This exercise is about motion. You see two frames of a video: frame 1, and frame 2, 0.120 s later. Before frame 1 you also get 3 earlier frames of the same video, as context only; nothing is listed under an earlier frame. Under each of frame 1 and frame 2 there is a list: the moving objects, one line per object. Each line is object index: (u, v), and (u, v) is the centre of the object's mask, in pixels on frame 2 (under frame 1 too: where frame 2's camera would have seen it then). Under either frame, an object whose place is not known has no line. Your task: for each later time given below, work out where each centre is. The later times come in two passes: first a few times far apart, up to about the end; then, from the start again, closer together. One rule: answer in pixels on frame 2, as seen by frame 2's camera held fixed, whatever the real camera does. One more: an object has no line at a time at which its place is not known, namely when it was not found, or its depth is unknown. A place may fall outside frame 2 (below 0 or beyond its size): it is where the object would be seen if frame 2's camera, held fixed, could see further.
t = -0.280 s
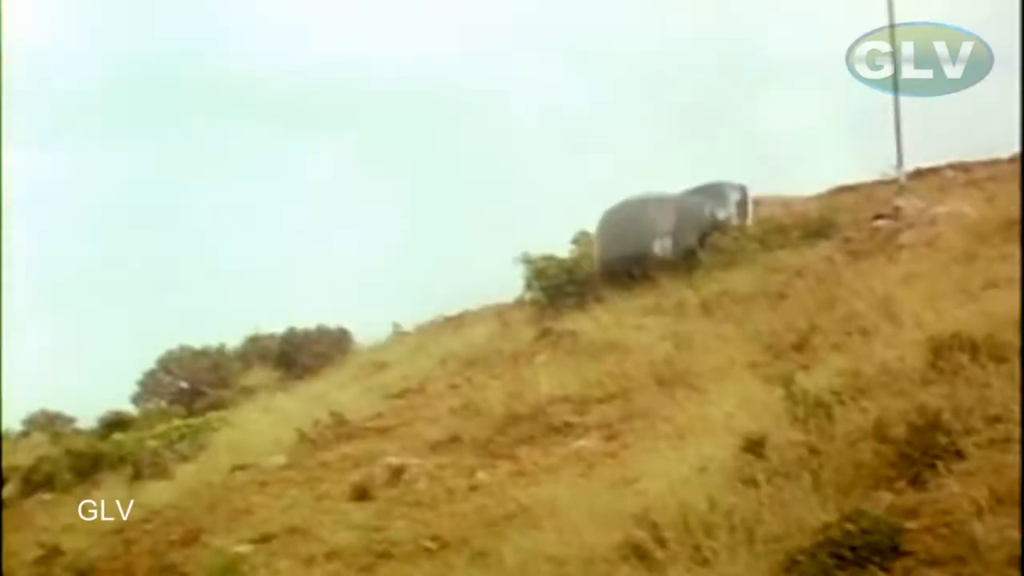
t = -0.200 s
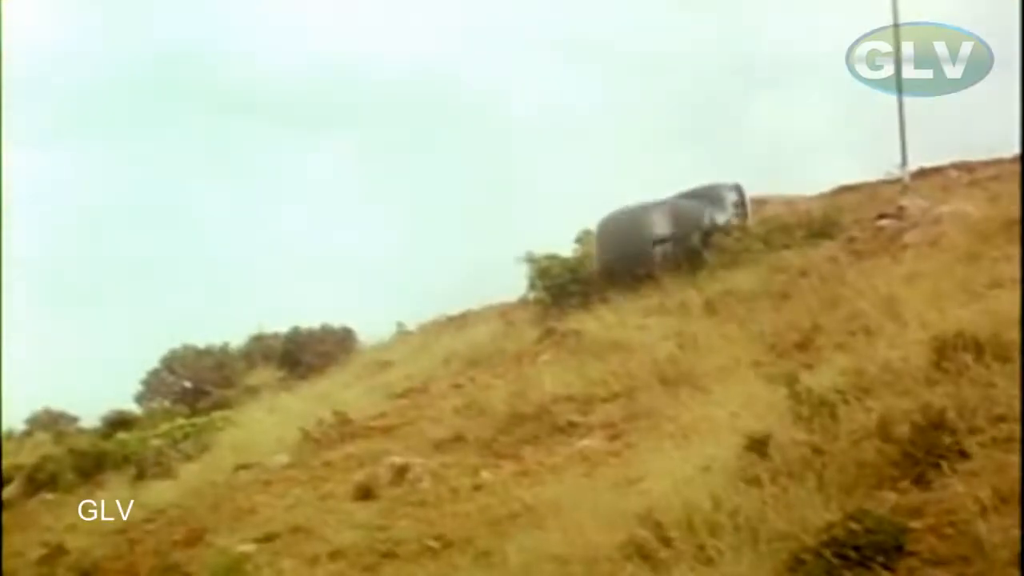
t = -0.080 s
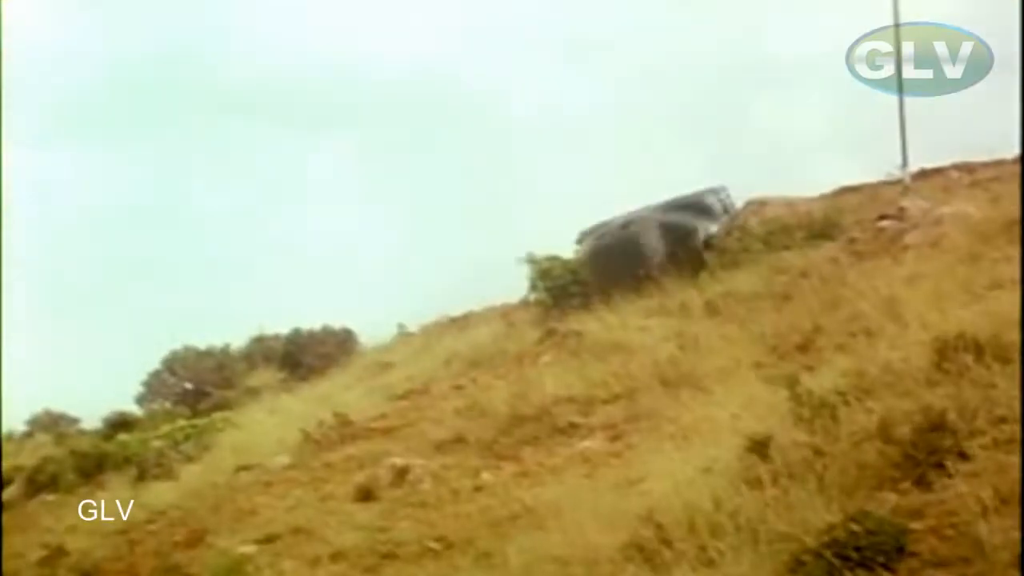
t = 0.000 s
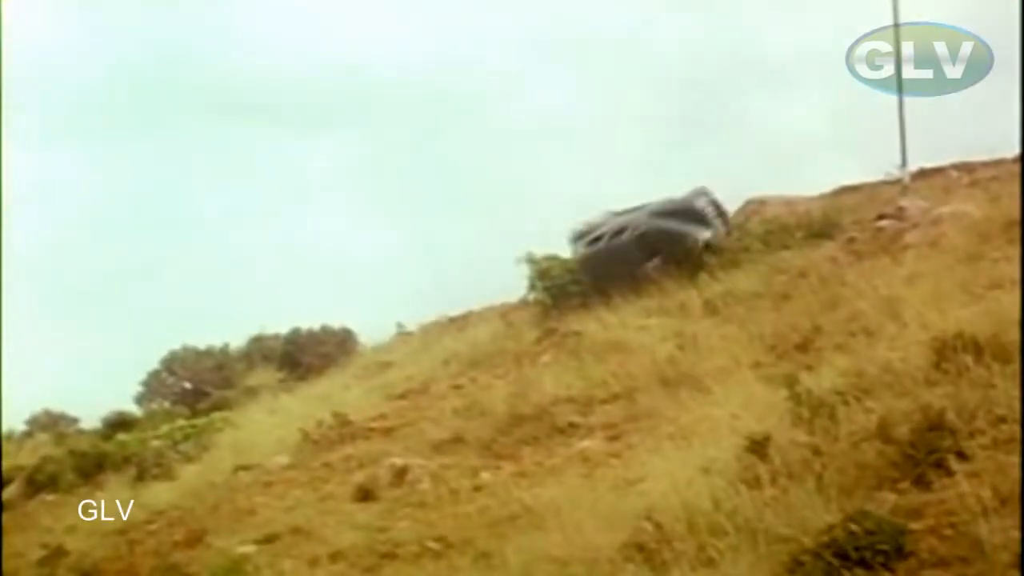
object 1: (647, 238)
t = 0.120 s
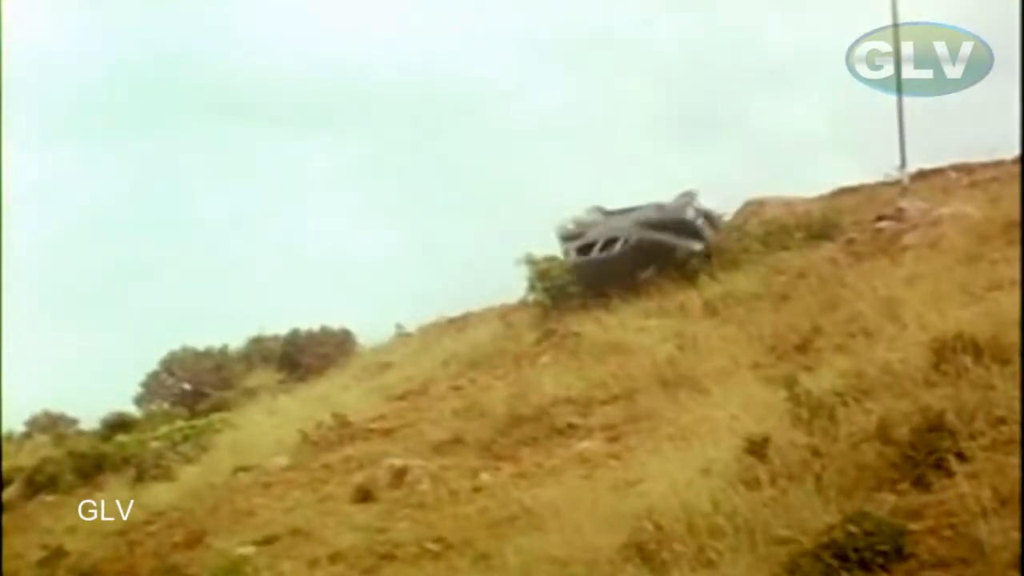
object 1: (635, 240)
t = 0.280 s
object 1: (626, 244)
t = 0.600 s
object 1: (608, 261)
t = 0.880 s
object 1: (575, 268)
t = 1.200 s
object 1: (524, 305)
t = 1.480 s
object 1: (489, 322)
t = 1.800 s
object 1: (437, 354)
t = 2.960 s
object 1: (282, 447)
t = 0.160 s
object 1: (632, 241)
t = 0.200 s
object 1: (631, 242)
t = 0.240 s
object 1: (628, 244)
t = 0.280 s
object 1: (626, 244)
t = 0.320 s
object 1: (623, 245)
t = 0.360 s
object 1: (621, 248)
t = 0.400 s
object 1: (620, 250)
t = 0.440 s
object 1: (617, 254)
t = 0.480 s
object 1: (615, 255)
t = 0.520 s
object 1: (614, 257)
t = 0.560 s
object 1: (611, 259)
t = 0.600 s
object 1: (608, 261)
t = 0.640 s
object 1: (604, 263)
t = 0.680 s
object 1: (599, 265)
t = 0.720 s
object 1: (594, 265)
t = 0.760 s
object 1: (587, 264)
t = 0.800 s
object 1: (584, 264)
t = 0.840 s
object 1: (580, 266)
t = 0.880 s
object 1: (575, 268)
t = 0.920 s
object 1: (571, 269)
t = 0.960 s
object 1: (565, 272)
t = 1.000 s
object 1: (559, 277)
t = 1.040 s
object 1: (554, 280)
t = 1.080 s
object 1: (549, 287)
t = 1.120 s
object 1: (538, 293)
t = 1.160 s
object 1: (531, 300)
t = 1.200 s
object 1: (524, 305)
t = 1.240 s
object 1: (521, 308)
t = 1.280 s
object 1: (515, 308)
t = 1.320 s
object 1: (511, 309)
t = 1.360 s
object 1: (507, 310)
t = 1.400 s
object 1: (501, 313)
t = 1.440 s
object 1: (496, 316)
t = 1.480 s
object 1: (489, 322)
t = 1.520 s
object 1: (483, 327)
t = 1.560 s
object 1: (477, 335)
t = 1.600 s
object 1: (471, 342)
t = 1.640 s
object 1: (463, 347)
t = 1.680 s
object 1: (455, 349)
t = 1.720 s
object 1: (448, 351)
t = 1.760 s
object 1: (444, 351)
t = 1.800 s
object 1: (437, 354)
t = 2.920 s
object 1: (286, 445)
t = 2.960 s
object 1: (282, 447)
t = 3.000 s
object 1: (277, 450)
